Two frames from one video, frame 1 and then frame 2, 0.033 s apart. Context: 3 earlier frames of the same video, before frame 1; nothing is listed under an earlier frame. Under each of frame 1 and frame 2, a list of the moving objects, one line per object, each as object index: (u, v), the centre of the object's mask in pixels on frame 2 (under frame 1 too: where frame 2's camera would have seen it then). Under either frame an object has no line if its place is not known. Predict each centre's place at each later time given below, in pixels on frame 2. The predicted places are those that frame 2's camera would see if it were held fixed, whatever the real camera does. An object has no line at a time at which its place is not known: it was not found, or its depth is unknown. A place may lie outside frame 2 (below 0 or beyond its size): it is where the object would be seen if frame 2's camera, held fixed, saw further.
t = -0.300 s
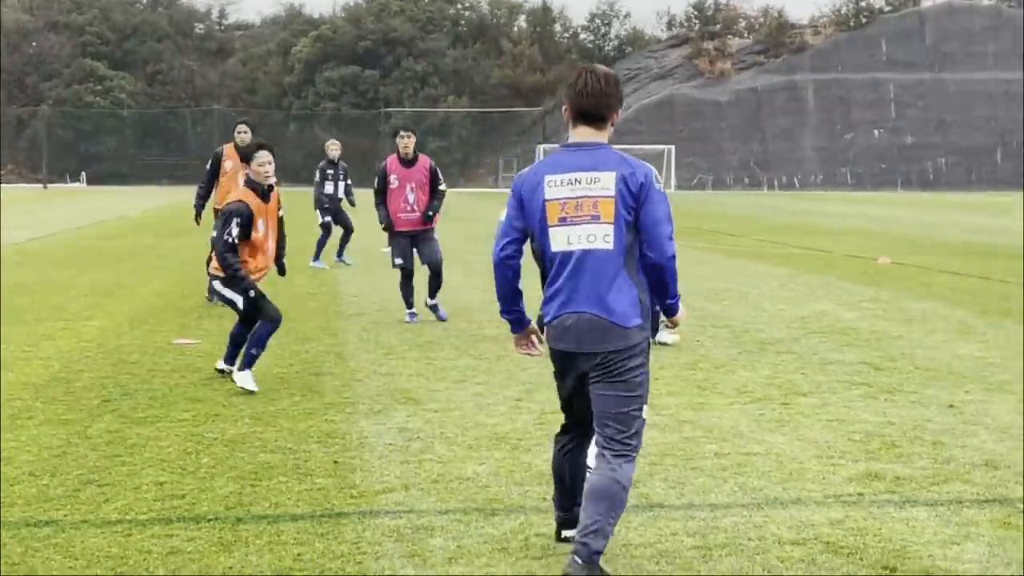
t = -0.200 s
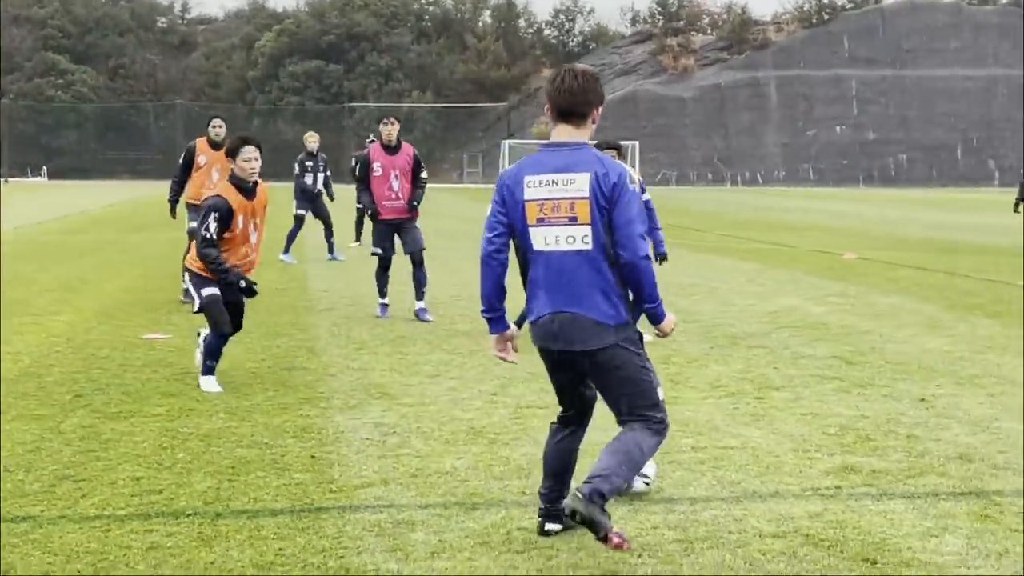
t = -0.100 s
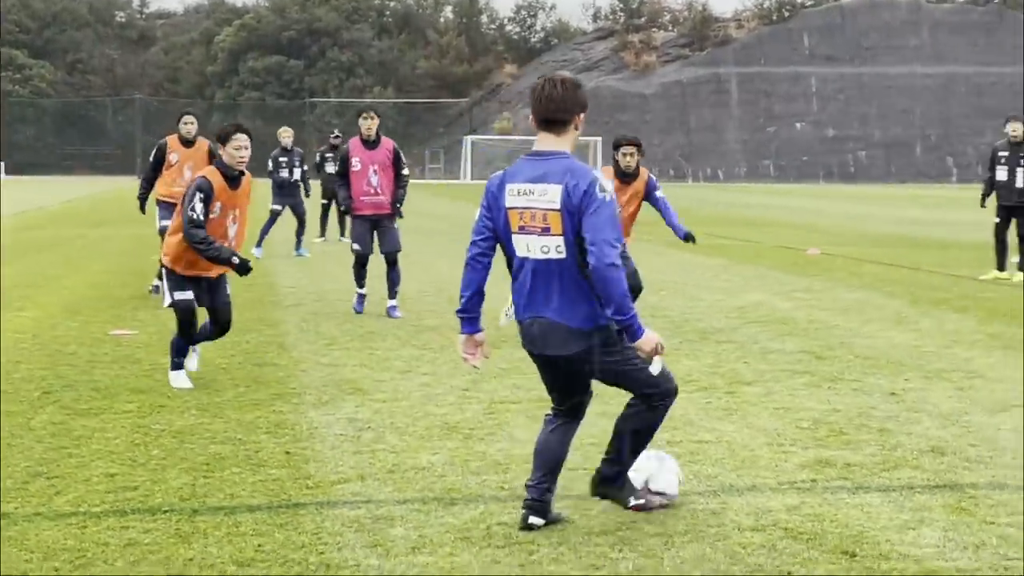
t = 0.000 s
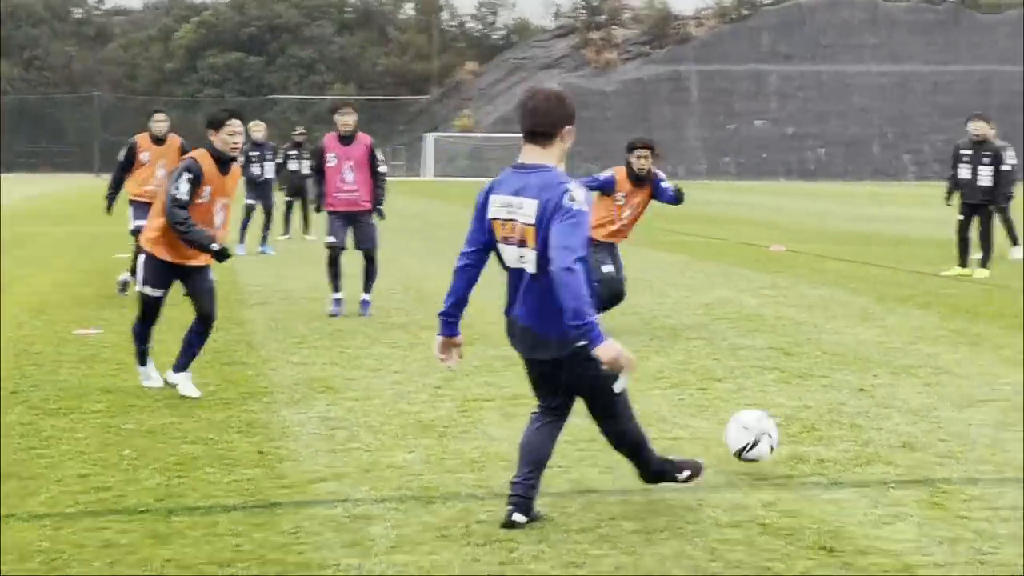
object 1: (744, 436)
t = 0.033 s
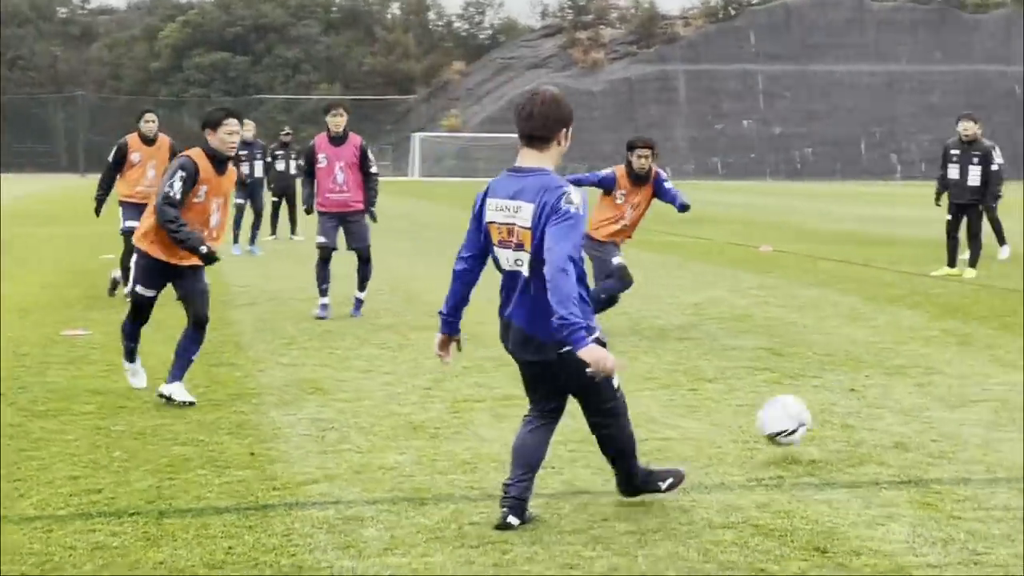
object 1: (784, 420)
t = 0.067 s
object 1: (822, 407)
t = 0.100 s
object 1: (858, 397)
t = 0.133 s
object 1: (890, 390)
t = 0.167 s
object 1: (922, 386)
